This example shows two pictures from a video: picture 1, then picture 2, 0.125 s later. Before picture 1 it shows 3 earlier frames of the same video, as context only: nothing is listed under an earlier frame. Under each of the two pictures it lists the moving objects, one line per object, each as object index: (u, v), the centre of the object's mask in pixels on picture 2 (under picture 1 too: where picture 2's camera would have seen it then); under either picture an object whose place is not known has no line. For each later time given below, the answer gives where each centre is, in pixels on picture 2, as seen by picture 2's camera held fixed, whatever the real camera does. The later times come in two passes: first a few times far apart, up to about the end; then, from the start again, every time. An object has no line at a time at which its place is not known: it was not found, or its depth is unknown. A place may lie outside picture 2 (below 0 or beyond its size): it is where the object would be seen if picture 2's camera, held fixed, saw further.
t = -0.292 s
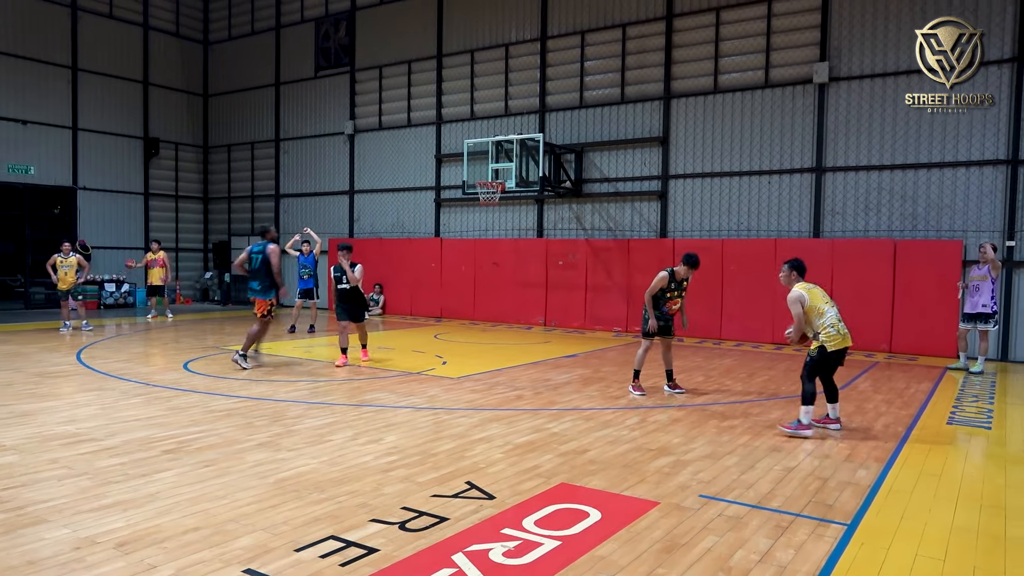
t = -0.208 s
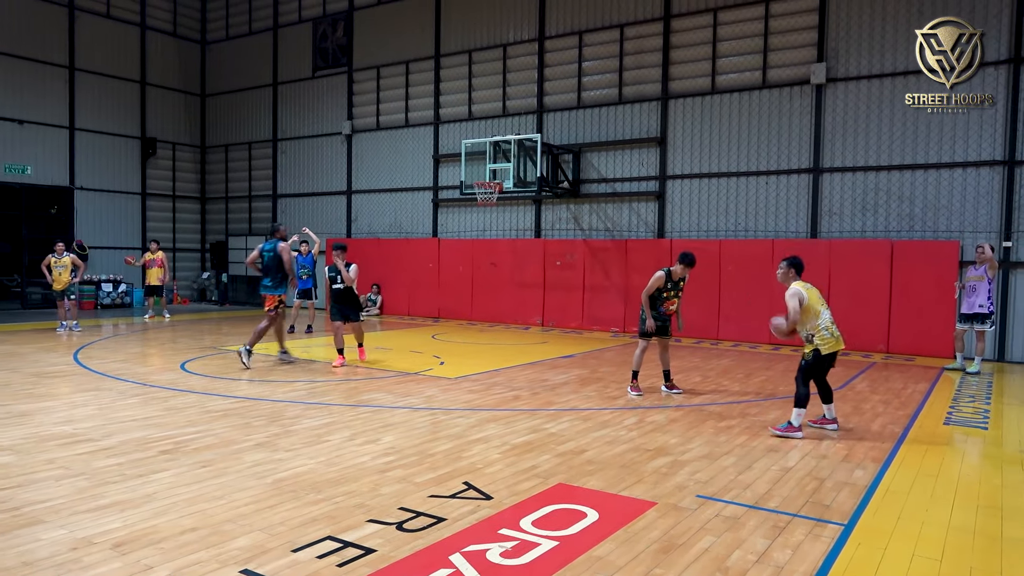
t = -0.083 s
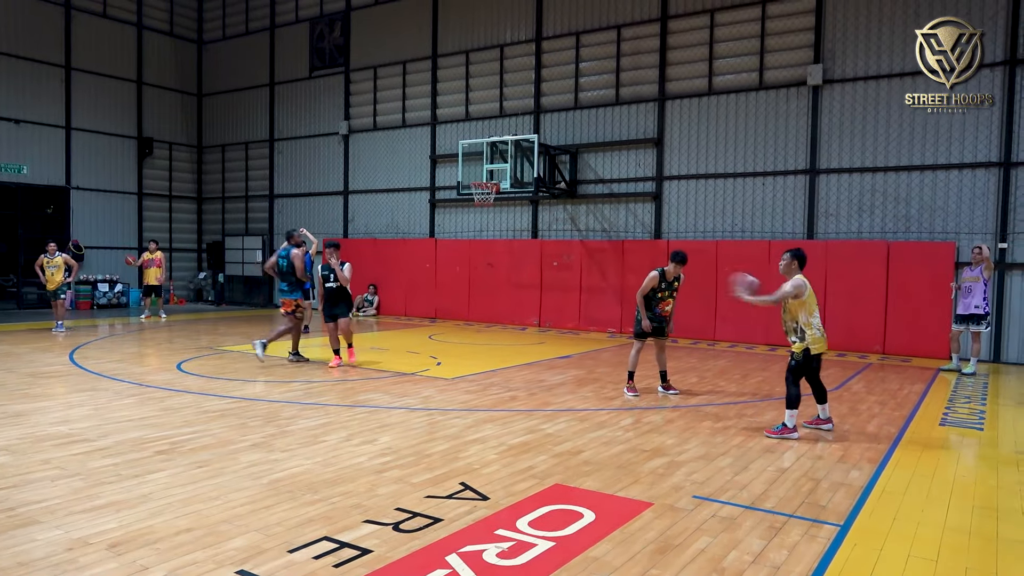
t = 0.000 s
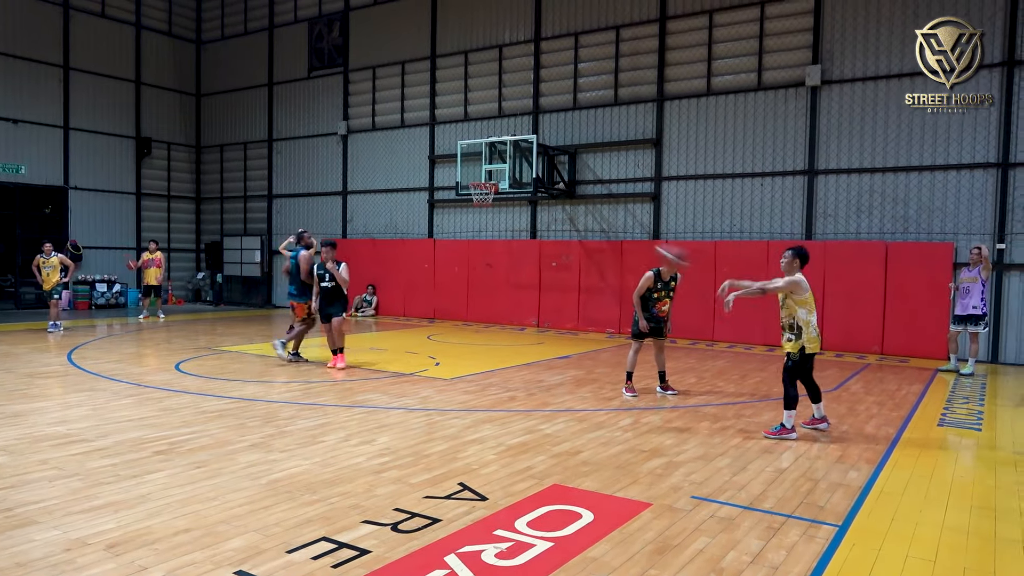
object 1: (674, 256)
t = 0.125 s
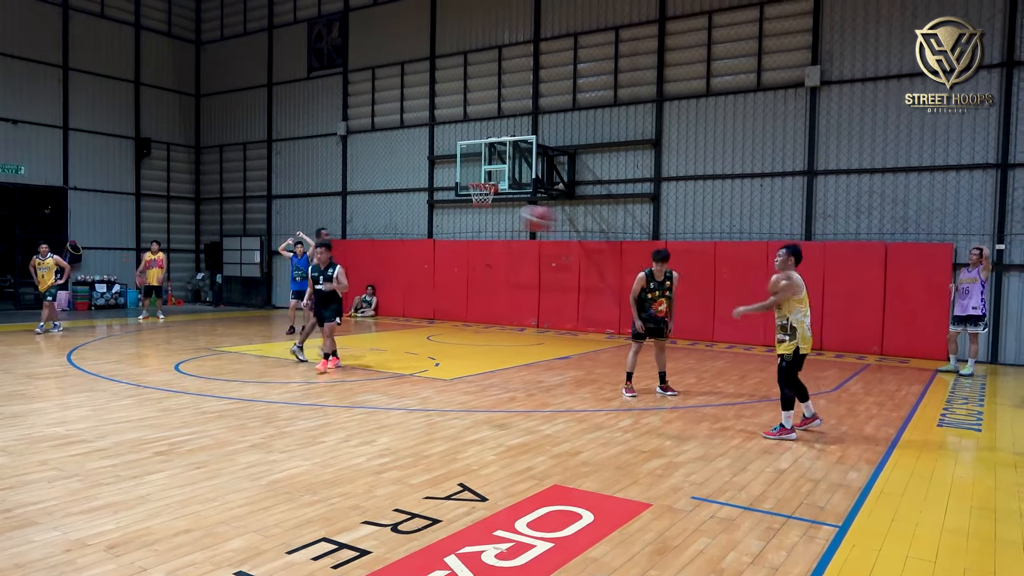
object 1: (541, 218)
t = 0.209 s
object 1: (462, 206)
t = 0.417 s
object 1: (270, 201)
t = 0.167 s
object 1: (500, 211)
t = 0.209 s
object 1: (462, 206)
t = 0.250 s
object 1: (422, 202)
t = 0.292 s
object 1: (385, 198)
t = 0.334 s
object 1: (347, 198)
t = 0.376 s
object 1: (308, 198)
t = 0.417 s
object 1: (270, 201)
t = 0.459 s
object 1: (232, 205)
